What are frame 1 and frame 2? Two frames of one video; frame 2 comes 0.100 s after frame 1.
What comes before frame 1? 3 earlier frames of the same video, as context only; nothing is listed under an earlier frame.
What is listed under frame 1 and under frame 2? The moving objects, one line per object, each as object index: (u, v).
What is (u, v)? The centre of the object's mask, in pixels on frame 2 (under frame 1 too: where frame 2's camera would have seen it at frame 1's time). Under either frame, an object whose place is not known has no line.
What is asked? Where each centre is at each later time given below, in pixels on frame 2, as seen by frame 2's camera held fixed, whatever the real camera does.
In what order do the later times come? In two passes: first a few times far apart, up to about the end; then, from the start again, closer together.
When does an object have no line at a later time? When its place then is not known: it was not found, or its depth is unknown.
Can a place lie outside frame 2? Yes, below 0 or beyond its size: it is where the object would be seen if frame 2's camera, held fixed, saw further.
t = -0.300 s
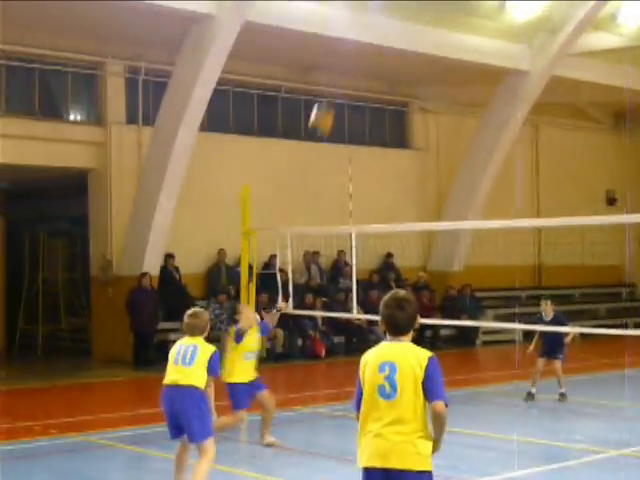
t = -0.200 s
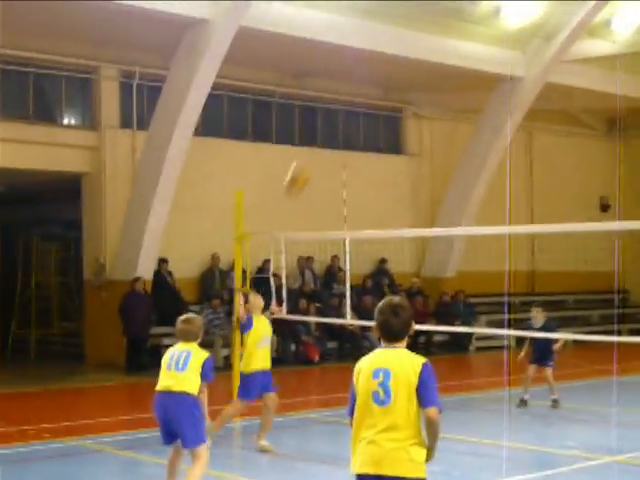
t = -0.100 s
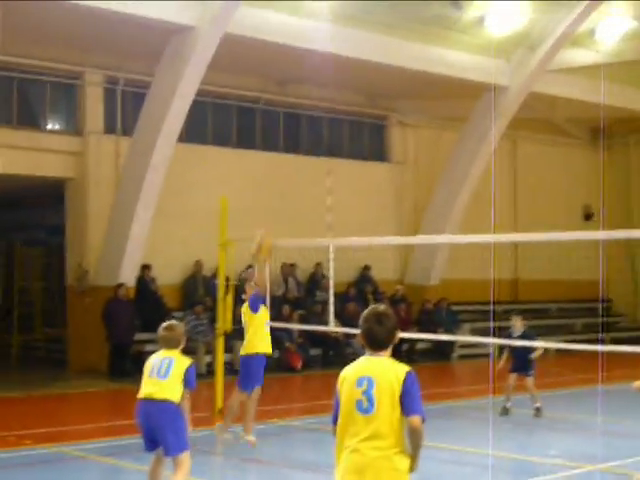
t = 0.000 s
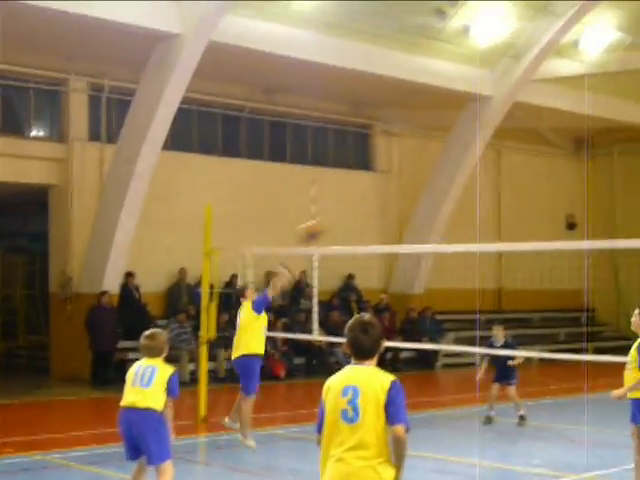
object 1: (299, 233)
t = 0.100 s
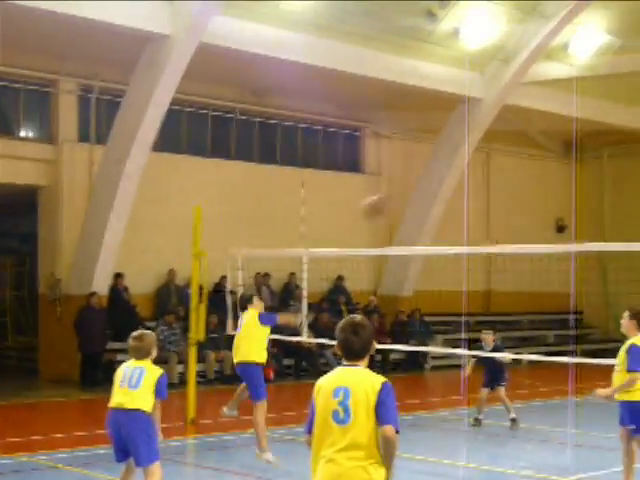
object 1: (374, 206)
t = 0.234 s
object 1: (465, 187)
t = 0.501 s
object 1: (614, 201)
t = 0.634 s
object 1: (679, 227)
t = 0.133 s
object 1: (396, 200)
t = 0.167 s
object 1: (420, 194)
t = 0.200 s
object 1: (442, 191)
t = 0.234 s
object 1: (465, 187)
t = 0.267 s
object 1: (484, 185)
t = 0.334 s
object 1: (524, 185)
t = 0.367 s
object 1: (543, 187)
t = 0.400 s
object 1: (562, 188)
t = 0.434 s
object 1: (581, 190)
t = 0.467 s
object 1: (598, 195)
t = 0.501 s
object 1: (614, 201)
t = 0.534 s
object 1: (632, 205)
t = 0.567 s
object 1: (648, 211)
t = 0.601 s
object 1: (664, 219)
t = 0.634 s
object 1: (679, 227)
